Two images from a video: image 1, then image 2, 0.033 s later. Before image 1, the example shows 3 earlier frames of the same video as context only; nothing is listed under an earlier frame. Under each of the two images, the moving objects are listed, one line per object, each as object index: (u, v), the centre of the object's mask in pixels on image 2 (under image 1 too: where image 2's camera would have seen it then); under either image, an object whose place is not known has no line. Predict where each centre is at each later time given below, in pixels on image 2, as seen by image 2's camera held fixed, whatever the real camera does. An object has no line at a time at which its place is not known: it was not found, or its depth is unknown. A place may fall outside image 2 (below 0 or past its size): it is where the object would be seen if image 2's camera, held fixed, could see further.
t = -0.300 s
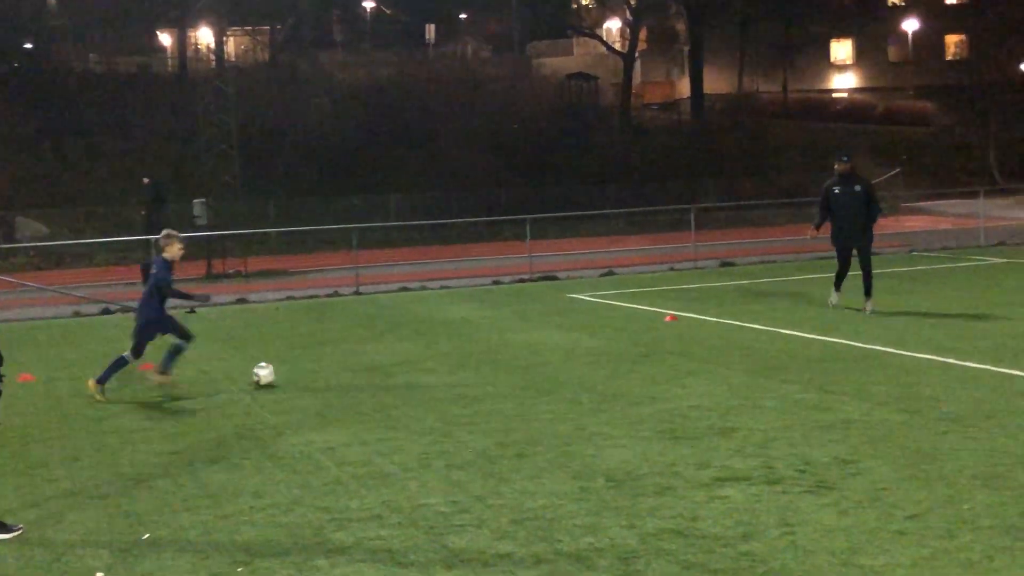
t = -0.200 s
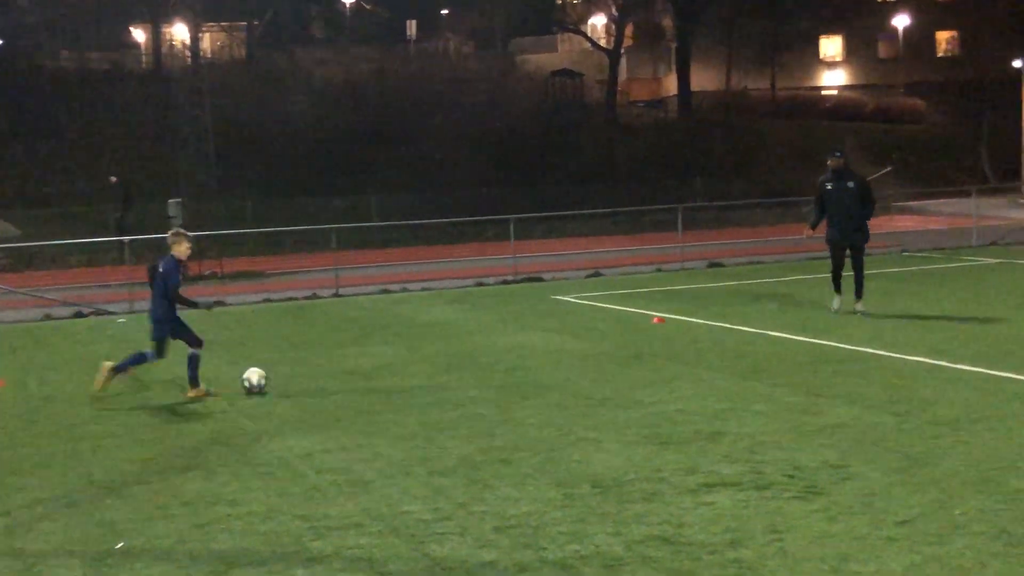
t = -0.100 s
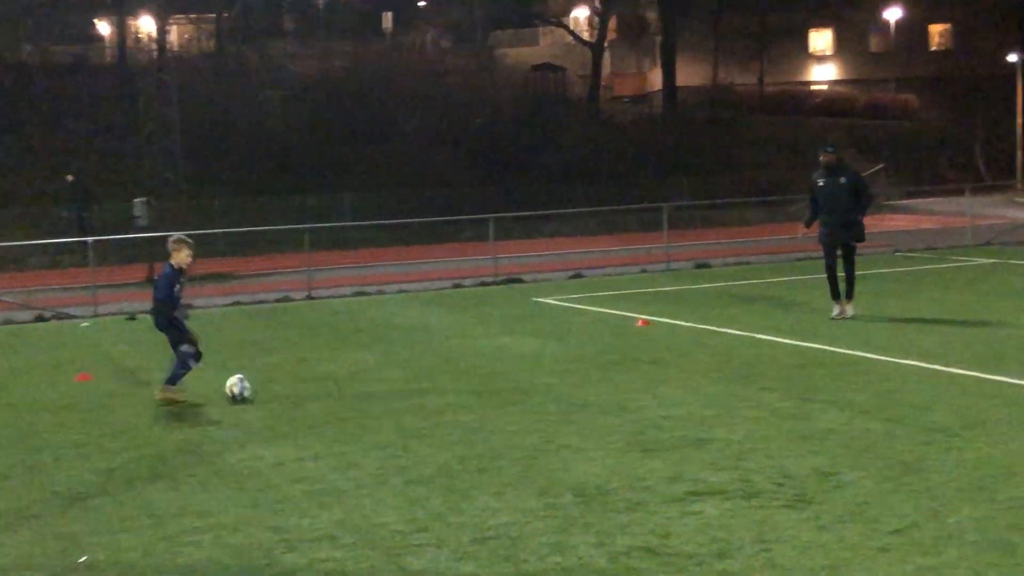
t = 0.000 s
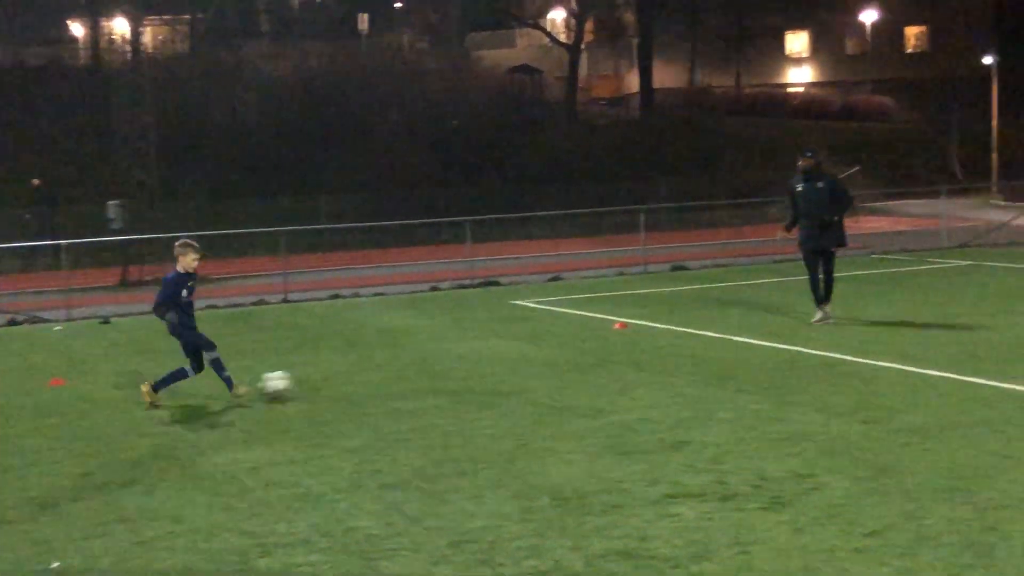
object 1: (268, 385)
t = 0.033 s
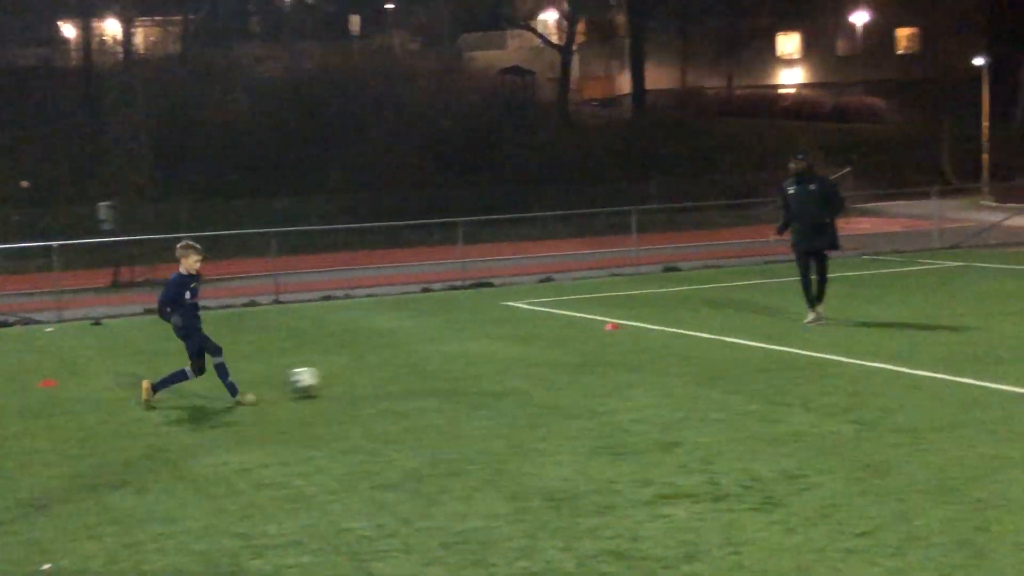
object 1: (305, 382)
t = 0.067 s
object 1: (338, 379)
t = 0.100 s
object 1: (370, 375)
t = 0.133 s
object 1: (401, 371)
